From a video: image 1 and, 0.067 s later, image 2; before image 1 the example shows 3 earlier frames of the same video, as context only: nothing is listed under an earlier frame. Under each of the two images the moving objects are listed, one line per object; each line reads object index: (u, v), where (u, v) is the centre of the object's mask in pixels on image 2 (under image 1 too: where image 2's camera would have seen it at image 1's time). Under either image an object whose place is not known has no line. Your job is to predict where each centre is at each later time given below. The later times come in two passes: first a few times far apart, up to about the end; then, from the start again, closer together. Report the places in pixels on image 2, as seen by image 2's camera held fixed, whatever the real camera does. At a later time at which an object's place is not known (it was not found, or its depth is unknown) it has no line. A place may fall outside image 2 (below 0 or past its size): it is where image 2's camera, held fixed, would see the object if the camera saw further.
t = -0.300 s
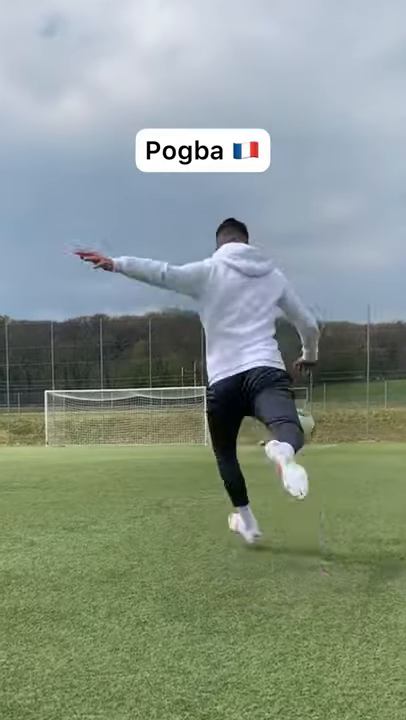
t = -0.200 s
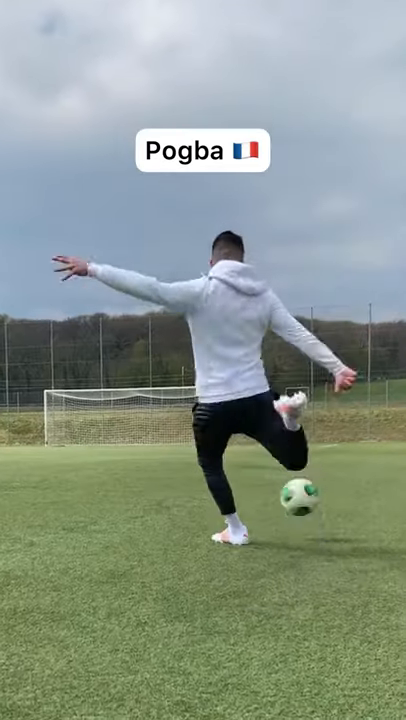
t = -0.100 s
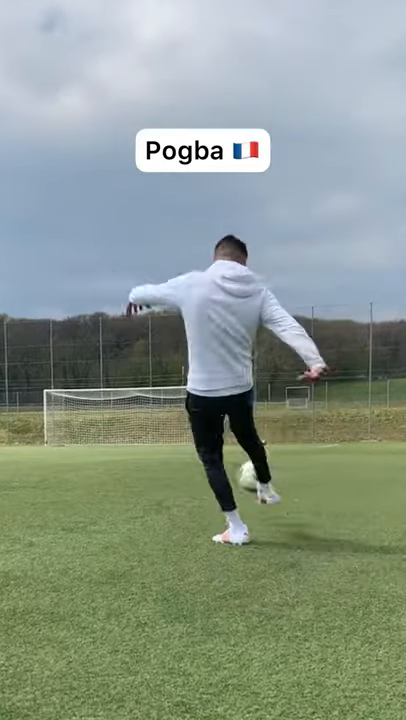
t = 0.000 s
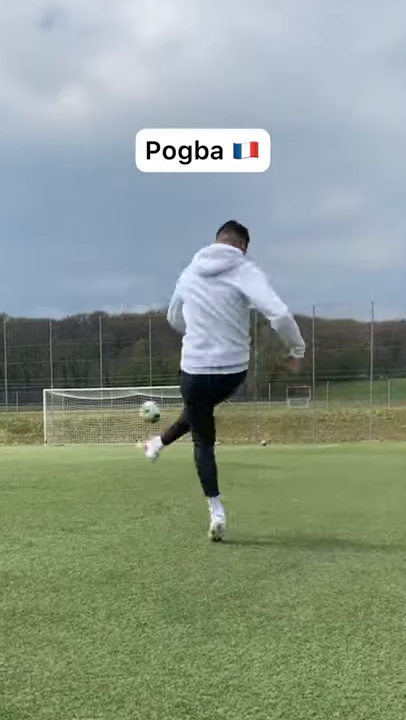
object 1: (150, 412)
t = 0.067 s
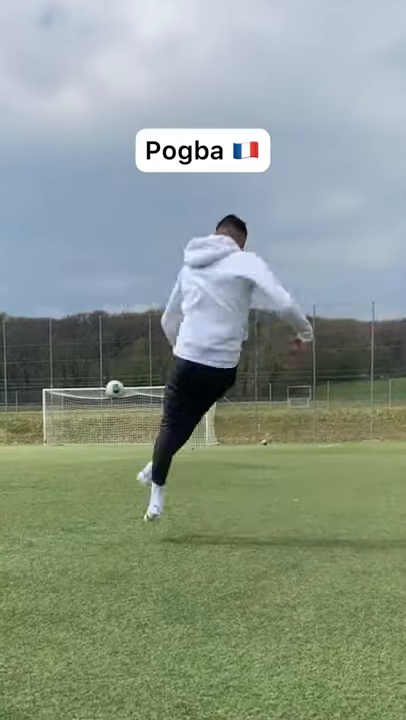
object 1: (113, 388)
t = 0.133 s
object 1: (90, 372)
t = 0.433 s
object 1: (49, 347)
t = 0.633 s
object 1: (41, 348)
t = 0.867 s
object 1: (41, 356)
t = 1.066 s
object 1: (43, 368)
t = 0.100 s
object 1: (102, 379)
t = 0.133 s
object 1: (90, 372)
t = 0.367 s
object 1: (54, 349)
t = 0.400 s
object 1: (51, 348)
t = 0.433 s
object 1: (49, 347)
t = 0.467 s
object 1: (47, 347)
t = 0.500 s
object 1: (44, 346)
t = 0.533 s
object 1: (44, 347)
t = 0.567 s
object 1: (43, 347)
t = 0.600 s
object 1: (42, 347)
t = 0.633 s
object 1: (41, 348)
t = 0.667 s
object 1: (41, 349)
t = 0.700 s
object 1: (40, 349)
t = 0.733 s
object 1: (40, 351)
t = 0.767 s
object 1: (40, 352)
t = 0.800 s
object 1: (40, 354)
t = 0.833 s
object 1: (40, 355)
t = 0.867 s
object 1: (41, 356)
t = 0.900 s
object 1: (41, 358)
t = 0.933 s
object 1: (41, 360)
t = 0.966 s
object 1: (42, 361)
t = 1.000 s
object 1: (42, 363)
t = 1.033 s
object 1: (43, 365)
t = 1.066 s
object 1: (43, 368)
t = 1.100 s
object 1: (44, 370)
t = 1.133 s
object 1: (45, 372)
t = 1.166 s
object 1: (45, 374)
